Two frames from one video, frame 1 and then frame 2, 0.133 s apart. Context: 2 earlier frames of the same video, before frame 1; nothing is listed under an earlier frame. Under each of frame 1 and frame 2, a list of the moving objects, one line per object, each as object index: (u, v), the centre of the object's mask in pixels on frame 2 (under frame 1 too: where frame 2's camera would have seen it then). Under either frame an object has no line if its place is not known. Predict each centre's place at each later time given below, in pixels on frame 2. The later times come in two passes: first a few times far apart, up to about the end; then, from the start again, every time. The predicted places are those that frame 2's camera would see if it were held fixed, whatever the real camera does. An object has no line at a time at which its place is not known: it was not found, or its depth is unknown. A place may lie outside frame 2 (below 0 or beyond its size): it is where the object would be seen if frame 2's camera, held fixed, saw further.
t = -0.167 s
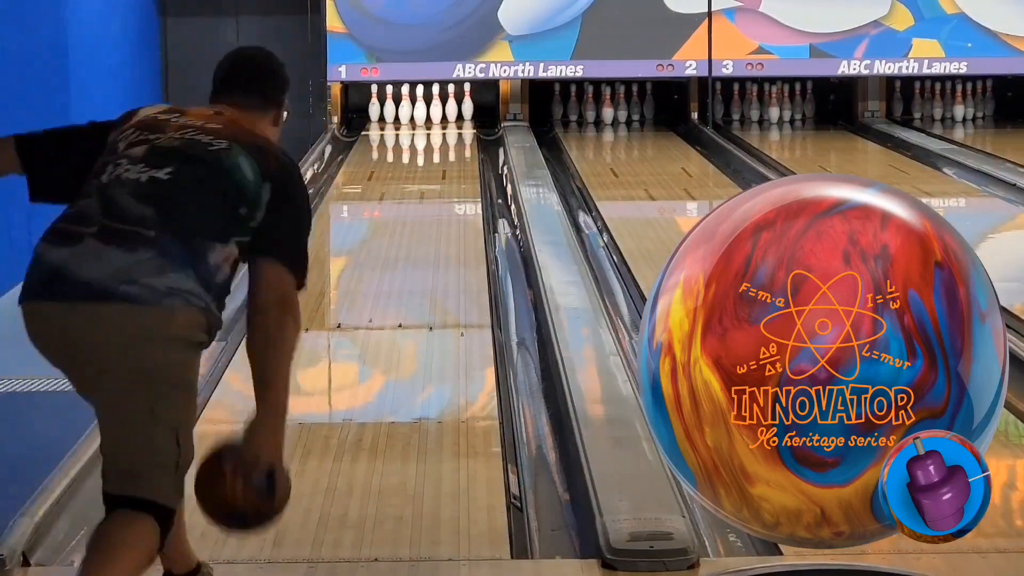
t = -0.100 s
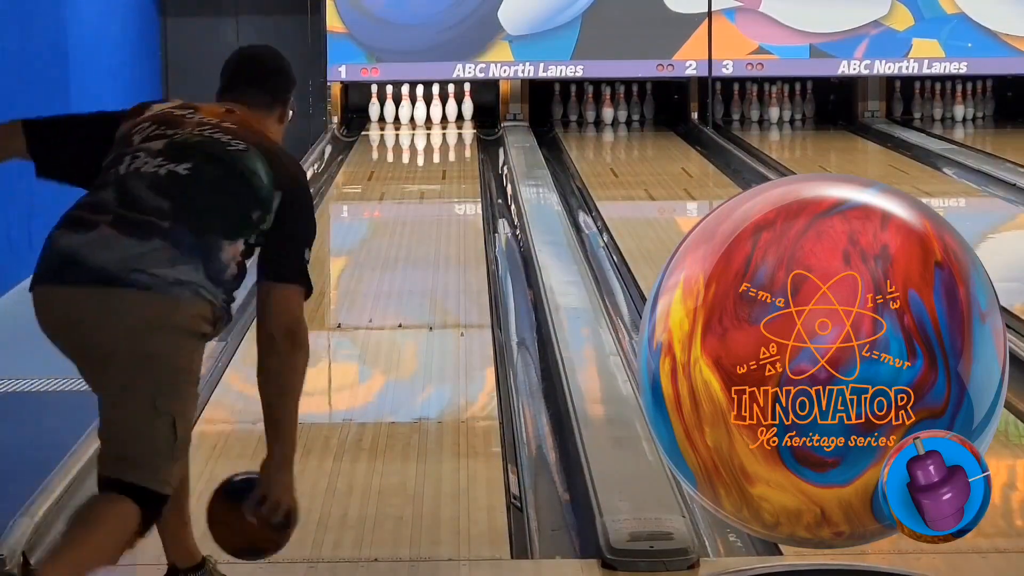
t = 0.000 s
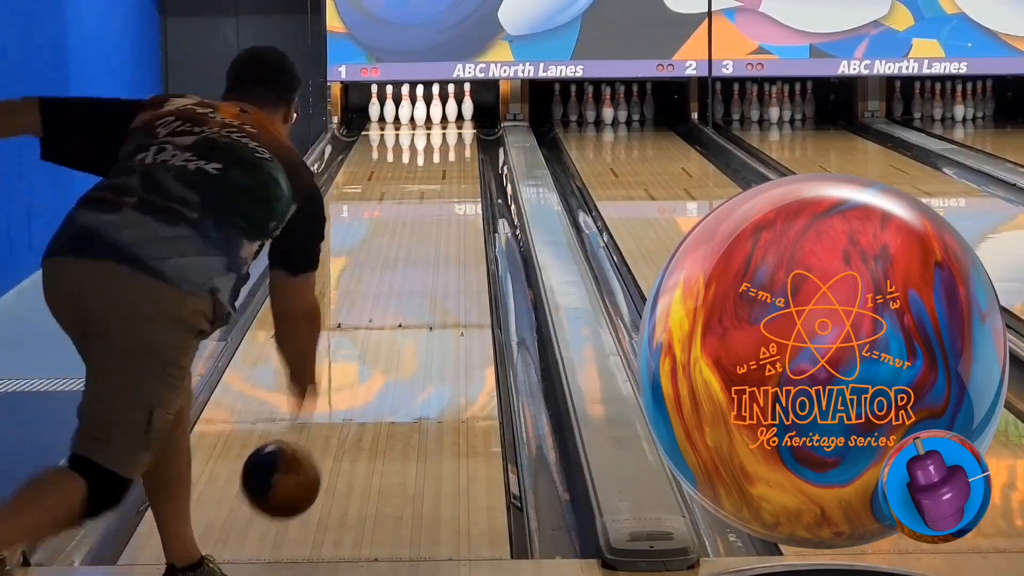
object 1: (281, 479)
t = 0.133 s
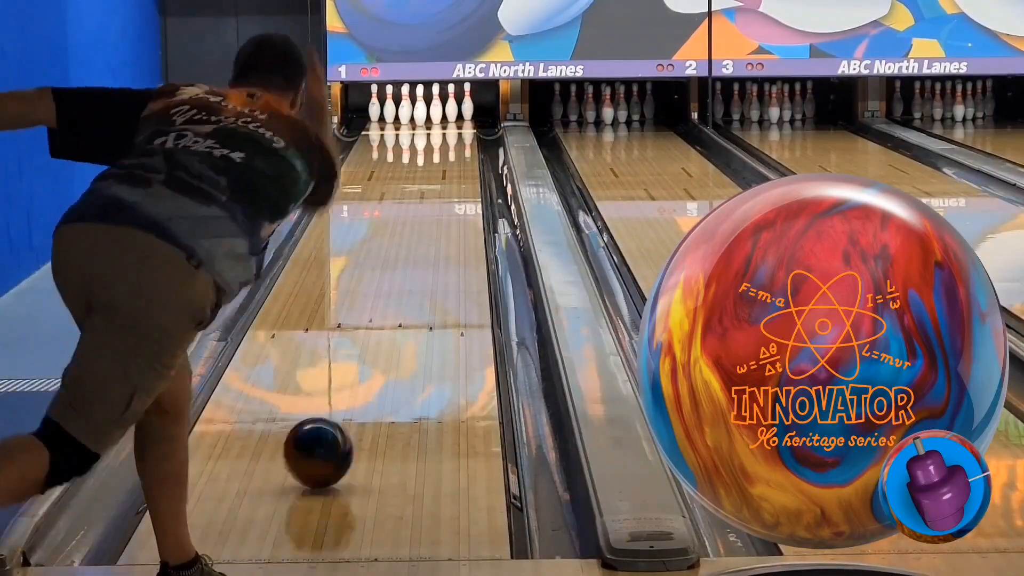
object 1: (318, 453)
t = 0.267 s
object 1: (347, 402)
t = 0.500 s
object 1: (383, 330)
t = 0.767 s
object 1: (413, 274)
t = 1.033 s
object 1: (433, 233)
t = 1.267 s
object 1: (446, 205)
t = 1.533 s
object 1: (456, 180)
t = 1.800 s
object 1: (461, 159)
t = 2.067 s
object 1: (460, 144)
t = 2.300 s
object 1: (452, 133)
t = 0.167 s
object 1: (326, 436)
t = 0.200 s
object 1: (333, 423)
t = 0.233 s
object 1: (340, 414)
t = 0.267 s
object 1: (347, 402)
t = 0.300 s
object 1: (353, 389)
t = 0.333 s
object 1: (359, 377)
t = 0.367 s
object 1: (364, 367)
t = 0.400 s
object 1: (370, 357)
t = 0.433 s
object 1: (374, 348)
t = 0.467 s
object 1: (379, 339)
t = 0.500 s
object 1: (383, 330)
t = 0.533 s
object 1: (388, 322)
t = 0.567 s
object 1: (392, 314)
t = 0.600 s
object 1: (396, 306)
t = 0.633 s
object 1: (400, 299)
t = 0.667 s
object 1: (403, 292)
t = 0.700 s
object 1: (406, 286)
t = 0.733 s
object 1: (410, 280)
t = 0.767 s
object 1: (413, 274)
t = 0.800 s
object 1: (416, 268)
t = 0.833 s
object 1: (419, 263)
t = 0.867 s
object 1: (421, 257)
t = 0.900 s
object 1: (424, 252)
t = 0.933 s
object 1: (426, 247)
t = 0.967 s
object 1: (429, 242)
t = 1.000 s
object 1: (431, 237)
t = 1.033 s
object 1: (433, 233)
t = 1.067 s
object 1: (436, 228)
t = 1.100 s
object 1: (437, 224)
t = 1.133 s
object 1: (439, 220)
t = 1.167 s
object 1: (441, 216)
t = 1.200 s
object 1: (443, 213)
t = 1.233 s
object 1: (445, 210)
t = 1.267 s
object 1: (446, 205)
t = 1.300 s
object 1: (448, 201)
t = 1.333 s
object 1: (449, 198)
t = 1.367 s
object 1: (450, 195)
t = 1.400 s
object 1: (452, 192)
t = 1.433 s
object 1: (453, 189)
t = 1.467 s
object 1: (454, 185)
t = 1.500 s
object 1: (455, 182)
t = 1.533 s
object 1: (456, 180)
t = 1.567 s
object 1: (457, 177)
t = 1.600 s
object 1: (458, 173)
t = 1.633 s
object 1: (459, 172)
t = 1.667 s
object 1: (459, 169)
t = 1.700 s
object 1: (460, 166)
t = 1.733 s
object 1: (461, 164)
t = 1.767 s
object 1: (461, 162)
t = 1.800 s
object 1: (461, 159)
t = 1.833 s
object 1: (461, 157)
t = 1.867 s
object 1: (462, 154)
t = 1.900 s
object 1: (461, 152)
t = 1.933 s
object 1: (461, 150)
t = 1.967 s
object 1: (461, 148)
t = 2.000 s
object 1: (460, 147)
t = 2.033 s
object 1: (460, 146)
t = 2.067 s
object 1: (460, 144)
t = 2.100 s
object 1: (459, 141)
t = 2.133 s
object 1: (458, 140)
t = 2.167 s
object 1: (457, 138)
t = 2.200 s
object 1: (456, 137)
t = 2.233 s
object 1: (455, 135)
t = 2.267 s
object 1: (454, 134)
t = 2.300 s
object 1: (452, 133)
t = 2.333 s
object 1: (450, 131)
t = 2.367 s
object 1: (448, 130)
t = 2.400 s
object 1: (447, 128)
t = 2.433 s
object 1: (444, 127)
